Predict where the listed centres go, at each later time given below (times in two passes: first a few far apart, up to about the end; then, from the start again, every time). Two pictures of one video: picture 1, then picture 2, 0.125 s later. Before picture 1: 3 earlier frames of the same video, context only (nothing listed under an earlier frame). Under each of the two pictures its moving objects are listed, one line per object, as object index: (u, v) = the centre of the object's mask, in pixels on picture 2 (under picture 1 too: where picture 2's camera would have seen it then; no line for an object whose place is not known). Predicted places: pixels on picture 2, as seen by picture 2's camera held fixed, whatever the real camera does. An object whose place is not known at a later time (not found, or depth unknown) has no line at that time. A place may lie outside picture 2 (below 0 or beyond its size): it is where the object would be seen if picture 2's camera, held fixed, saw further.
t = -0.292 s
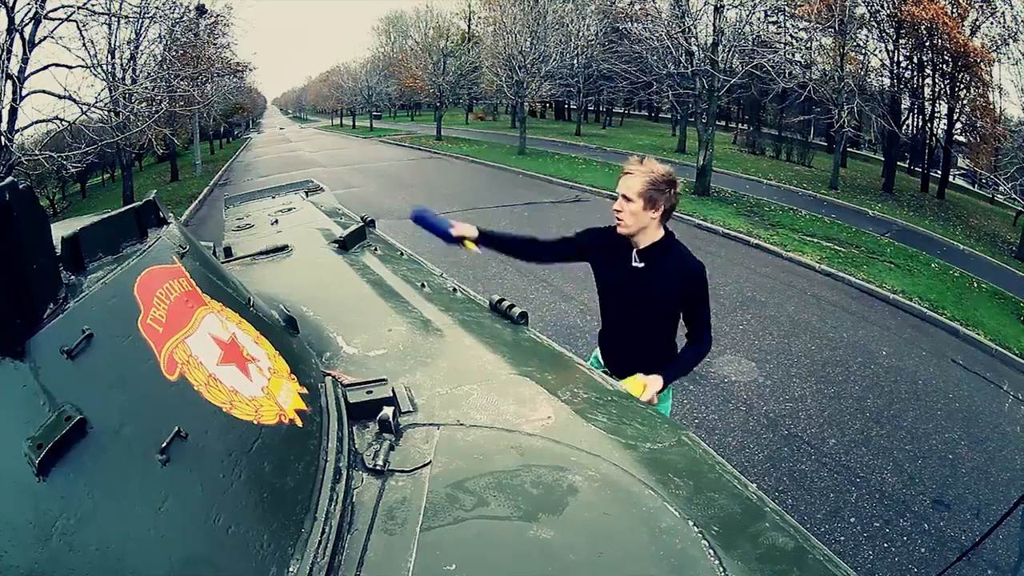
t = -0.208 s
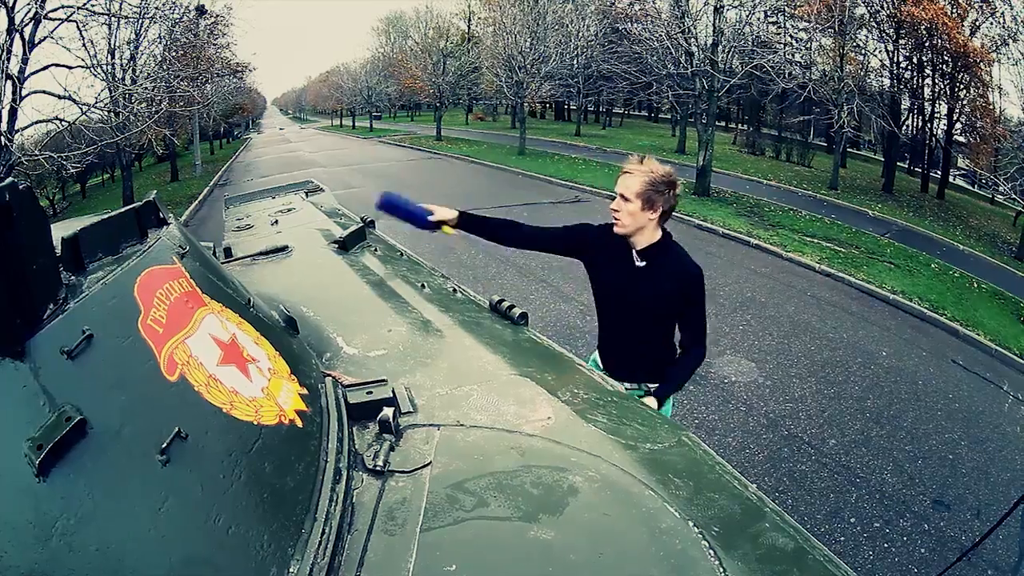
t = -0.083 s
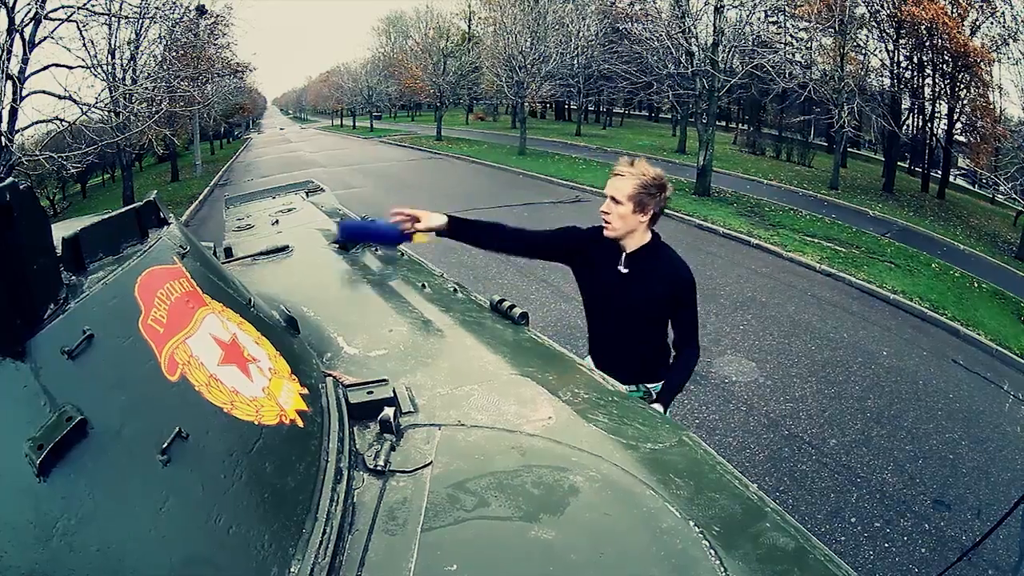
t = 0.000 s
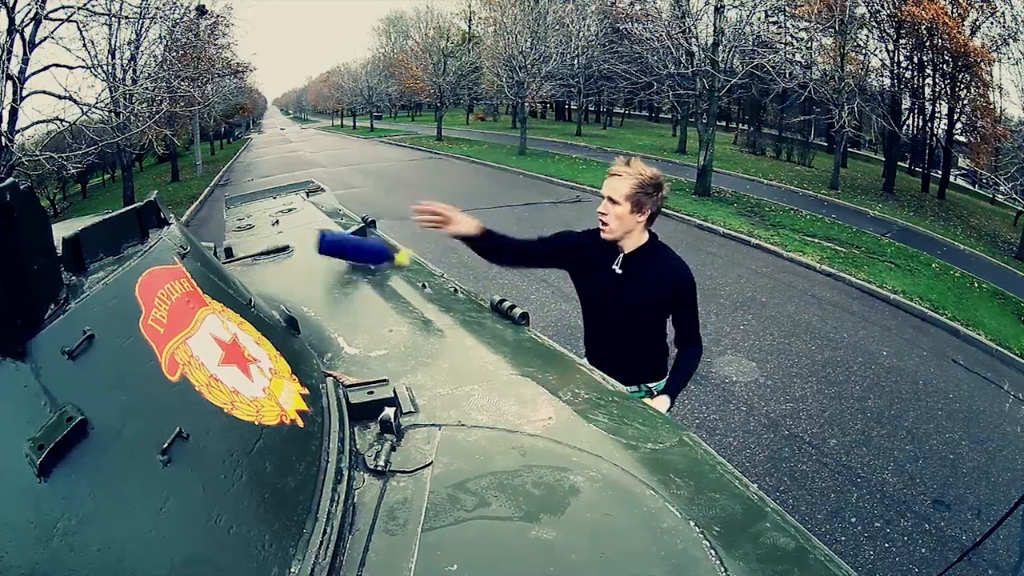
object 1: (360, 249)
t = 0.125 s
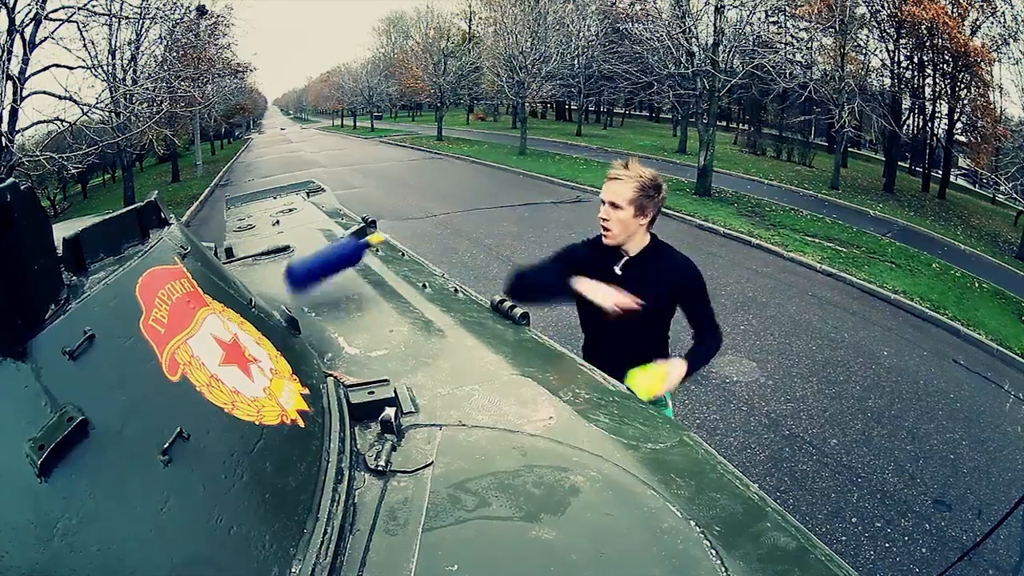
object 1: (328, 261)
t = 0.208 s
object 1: (318, 279)
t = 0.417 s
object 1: (387, 293)
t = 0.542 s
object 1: (442, 297)
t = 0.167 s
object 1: (322, 274)
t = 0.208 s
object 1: (318, 279)
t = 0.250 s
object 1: (325, 275)
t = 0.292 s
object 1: (334, 271)
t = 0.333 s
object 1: (357, 273)
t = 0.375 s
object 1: (372, 285)
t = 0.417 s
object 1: (387, 293)
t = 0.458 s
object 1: (399, 292)
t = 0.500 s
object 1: (412, 286)
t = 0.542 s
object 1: (442, 297)
